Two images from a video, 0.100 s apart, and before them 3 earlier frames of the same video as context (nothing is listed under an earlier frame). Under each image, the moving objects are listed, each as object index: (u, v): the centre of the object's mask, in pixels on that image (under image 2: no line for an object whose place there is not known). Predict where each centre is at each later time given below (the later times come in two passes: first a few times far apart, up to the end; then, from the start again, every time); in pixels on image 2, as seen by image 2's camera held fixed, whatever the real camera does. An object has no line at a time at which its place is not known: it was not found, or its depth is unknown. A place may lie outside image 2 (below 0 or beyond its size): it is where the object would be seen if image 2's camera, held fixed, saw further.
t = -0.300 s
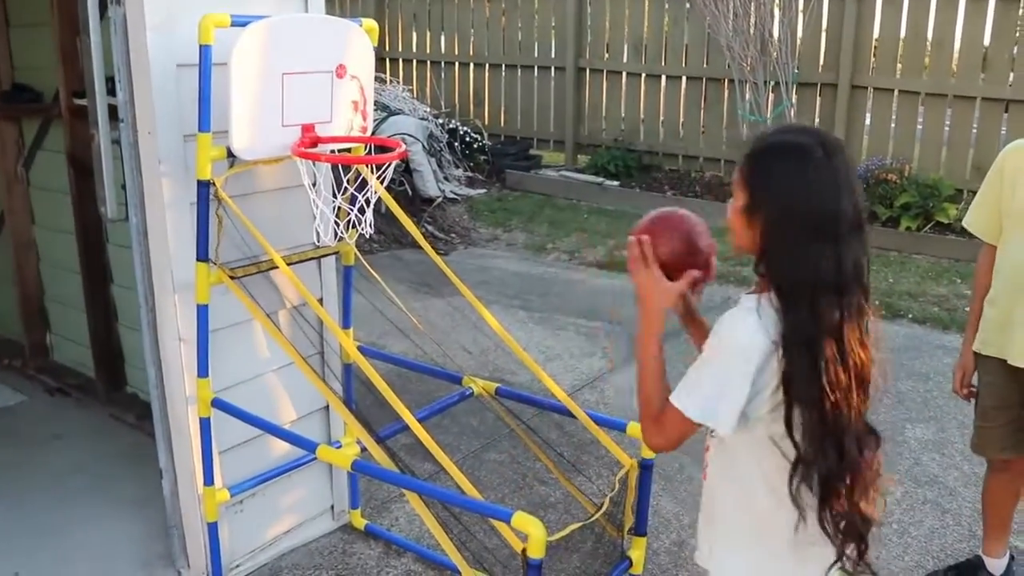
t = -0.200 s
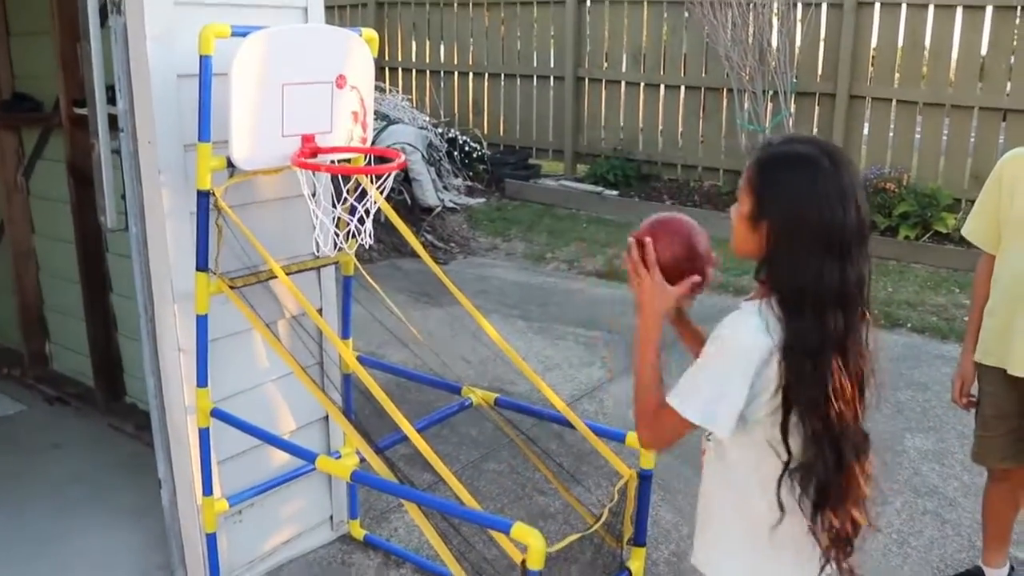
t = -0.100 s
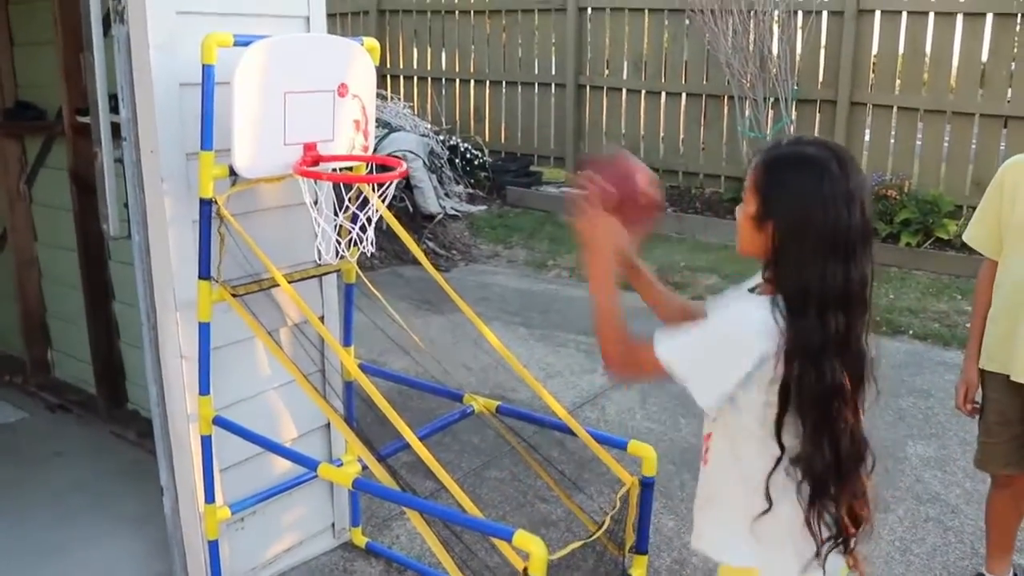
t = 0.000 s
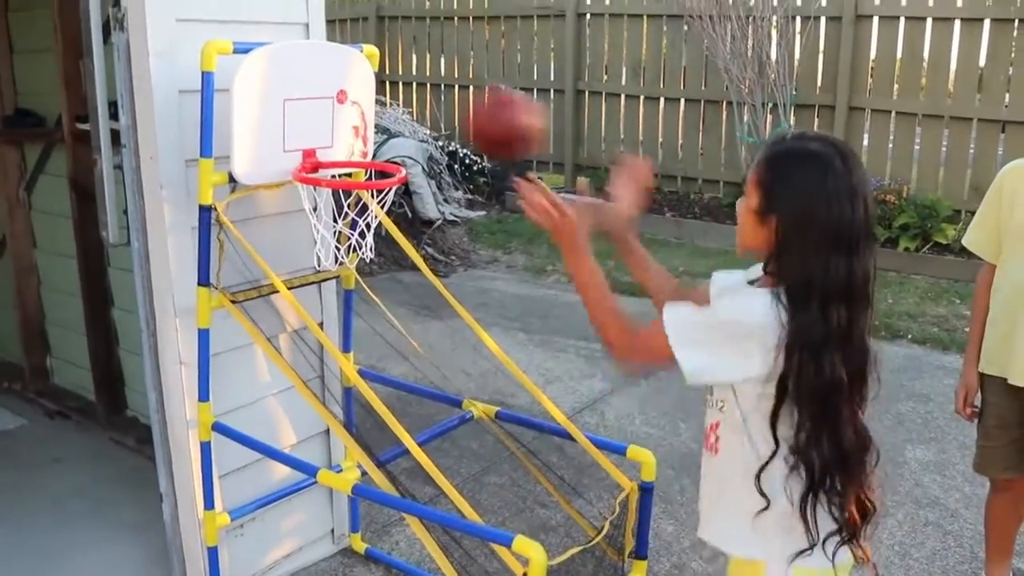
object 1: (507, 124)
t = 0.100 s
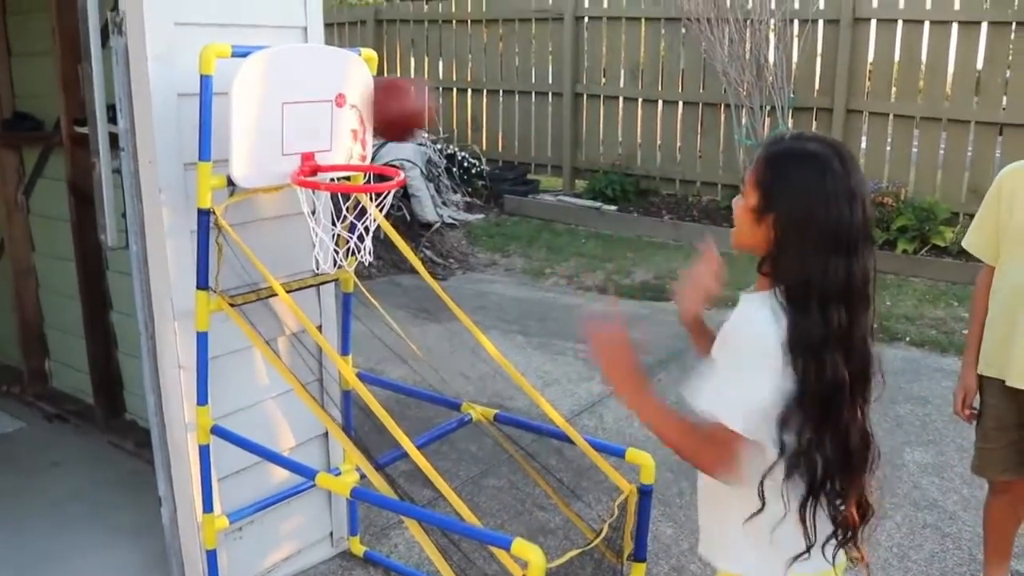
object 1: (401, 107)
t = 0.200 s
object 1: (308, 142)
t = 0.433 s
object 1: (351, 216)
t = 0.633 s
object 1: (377, 352)
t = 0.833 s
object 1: (444, 365)
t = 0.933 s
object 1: (492, 416)
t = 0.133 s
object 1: (365, 115)
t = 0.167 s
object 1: (334, 124)
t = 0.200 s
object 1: (308, 142)
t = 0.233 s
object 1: (307, 145)
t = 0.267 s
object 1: (315, 145)
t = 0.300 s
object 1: (323, 144)
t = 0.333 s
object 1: (332, 147)
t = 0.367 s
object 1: (340, 174)
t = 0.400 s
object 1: (345, 193)
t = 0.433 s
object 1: (351, 216)
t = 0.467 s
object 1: (355, 227)
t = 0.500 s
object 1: (356, 267)
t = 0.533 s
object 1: (367, 269)
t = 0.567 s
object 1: (371, 289)
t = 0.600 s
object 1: (374, 317)
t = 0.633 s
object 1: (377, 352)
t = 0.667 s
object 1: (380, 366)
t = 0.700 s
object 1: (387, 364)
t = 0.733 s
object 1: (401, 359)
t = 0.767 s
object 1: (416, 355)
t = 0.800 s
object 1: (429, 358)
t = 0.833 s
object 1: (444, 365)
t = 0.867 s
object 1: (460, 377)
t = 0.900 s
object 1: (475, 393)
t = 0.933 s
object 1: (492, 416)
